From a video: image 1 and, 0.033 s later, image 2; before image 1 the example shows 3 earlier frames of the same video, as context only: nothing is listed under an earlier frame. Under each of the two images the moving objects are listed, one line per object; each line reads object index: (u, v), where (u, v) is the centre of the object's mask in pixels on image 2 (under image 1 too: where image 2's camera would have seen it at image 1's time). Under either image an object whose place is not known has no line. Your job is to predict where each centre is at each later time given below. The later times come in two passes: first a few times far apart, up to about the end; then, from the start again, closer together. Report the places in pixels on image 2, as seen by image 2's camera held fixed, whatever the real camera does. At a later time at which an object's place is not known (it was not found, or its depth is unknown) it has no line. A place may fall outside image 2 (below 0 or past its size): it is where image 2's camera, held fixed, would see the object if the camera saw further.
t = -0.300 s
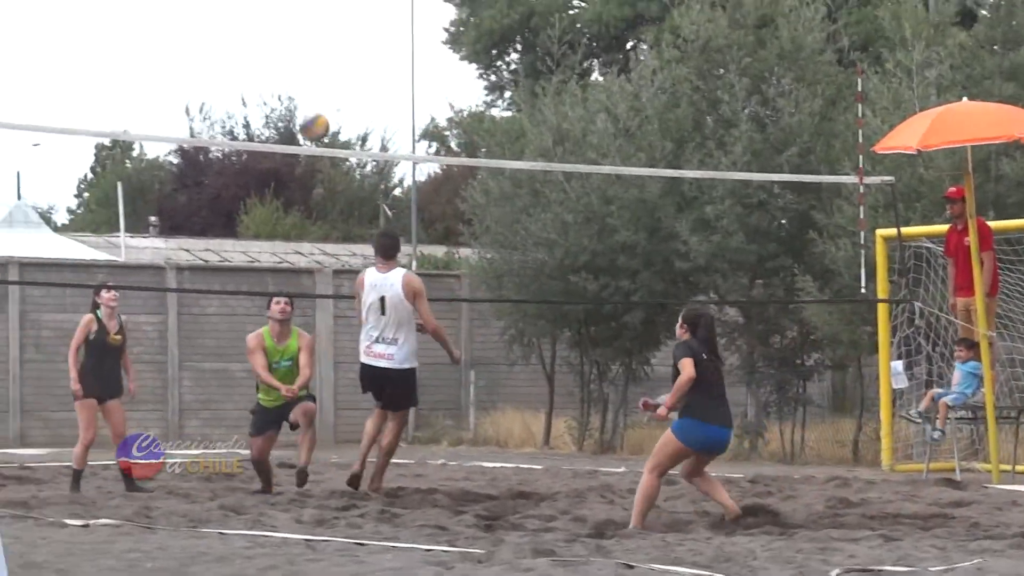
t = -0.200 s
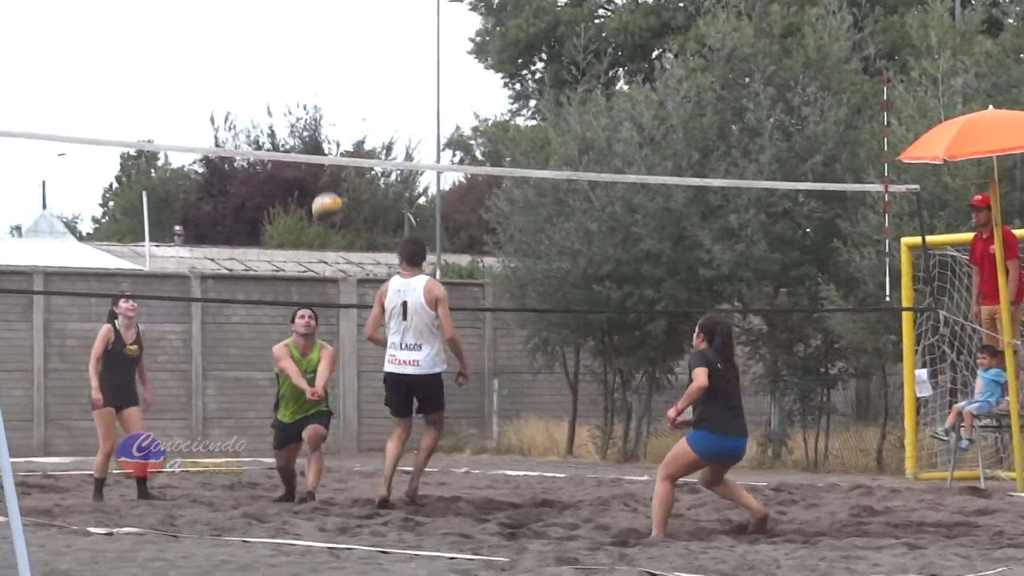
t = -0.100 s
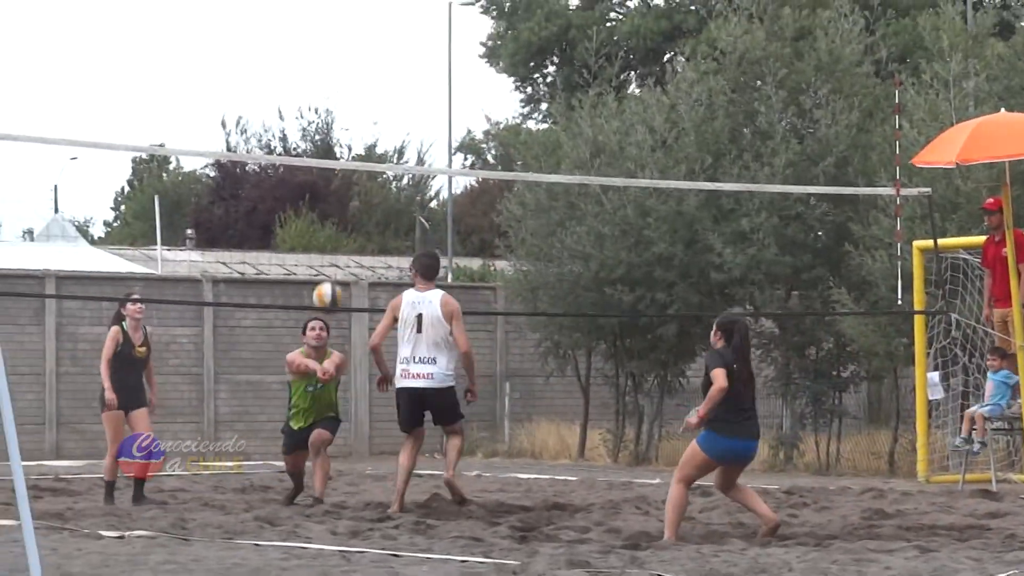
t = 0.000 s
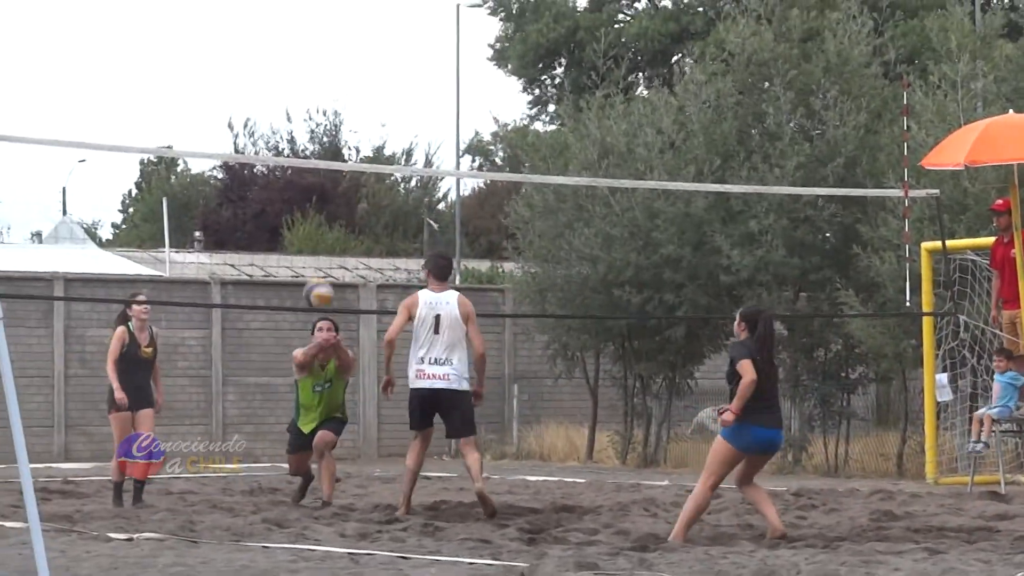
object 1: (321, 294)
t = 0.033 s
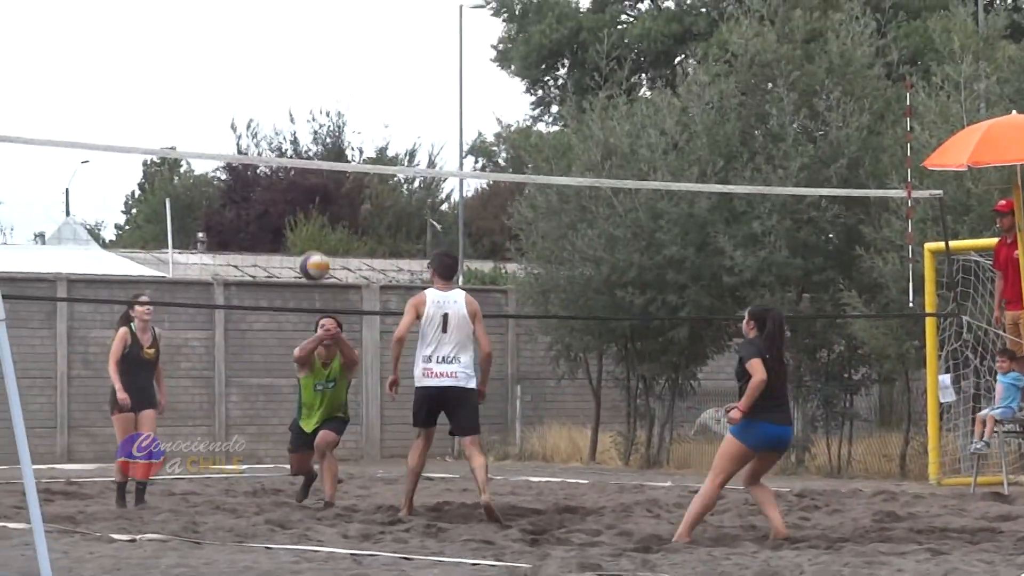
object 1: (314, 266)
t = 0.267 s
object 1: (265, 110)
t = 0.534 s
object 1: (213, 23)
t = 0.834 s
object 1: (157, 47)
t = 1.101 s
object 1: (110, 176)
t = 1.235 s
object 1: (87, 277)
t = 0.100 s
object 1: (298, 214)
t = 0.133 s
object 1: (291, 189)
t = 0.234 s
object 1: (272, 128)
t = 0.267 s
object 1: (265, 110)
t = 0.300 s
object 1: (258, 94)
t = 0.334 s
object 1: (252, 79)
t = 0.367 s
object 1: (245, 66)
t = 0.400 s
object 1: (239, 54)
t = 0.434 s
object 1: (232, 44)
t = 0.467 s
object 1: (226, 36)
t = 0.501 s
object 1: (219, 29)
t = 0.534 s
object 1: (213, 23)
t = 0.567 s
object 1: (206, 20)
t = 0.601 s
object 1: (200, 18)
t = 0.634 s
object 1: (194, 17)
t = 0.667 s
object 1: (187, 18)
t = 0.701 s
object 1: (181, 21)
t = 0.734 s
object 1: (175, 25)
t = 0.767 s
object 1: (169, 31)
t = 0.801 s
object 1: (163, 38)
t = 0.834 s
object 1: (157, 47)
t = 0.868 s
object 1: (151, 58)
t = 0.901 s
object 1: (145, 70)
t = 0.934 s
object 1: (139, 84)
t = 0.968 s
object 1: (133, 99)
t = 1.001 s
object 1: (127, 116)
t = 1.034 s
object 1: (121, 133)
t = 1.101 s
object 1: (110, 176)
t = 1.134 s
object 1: (104, 199)
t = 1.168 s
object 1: (97, 224)
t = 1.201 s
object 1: (93, 249)
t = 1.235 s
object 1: (87, 277)
